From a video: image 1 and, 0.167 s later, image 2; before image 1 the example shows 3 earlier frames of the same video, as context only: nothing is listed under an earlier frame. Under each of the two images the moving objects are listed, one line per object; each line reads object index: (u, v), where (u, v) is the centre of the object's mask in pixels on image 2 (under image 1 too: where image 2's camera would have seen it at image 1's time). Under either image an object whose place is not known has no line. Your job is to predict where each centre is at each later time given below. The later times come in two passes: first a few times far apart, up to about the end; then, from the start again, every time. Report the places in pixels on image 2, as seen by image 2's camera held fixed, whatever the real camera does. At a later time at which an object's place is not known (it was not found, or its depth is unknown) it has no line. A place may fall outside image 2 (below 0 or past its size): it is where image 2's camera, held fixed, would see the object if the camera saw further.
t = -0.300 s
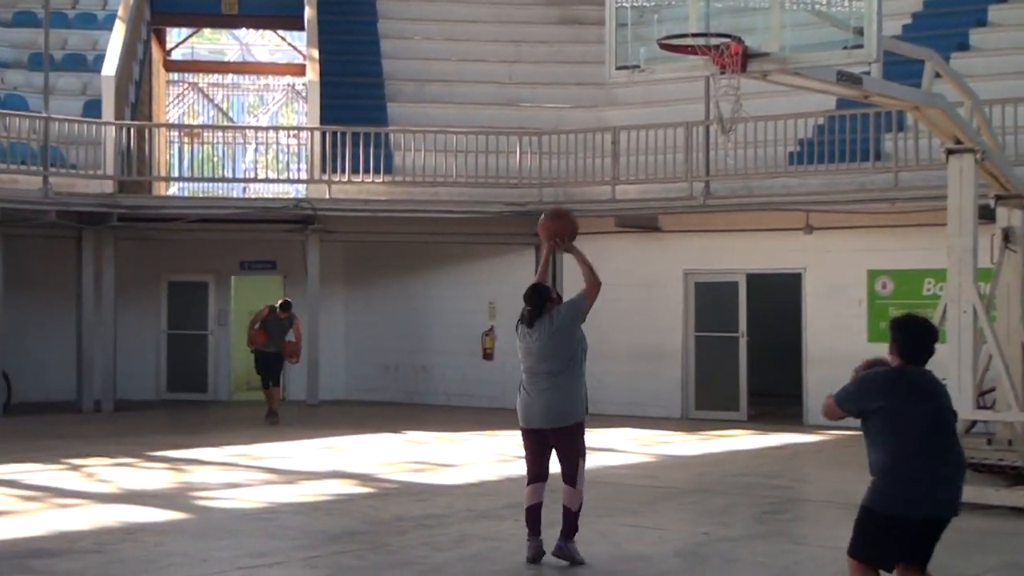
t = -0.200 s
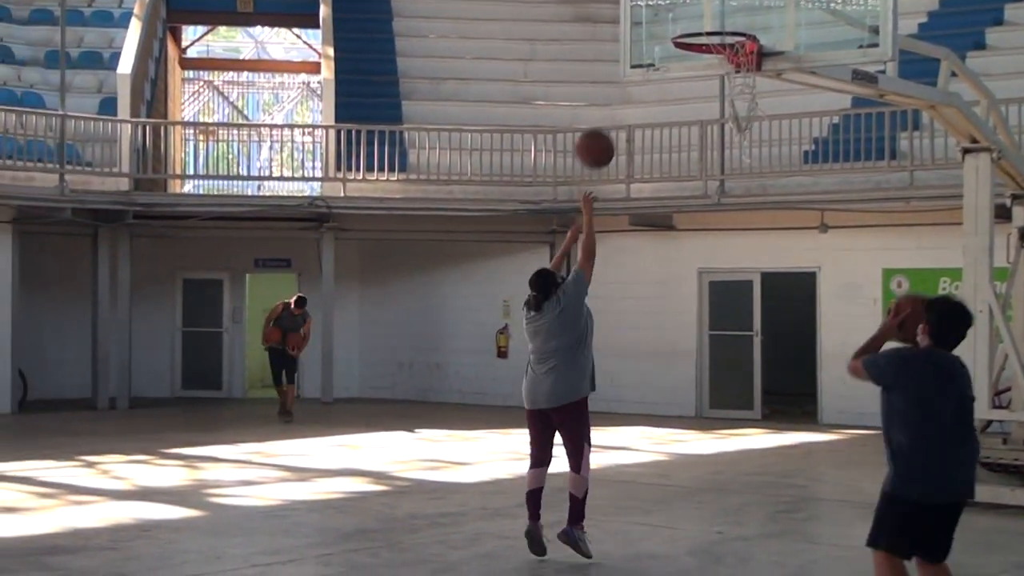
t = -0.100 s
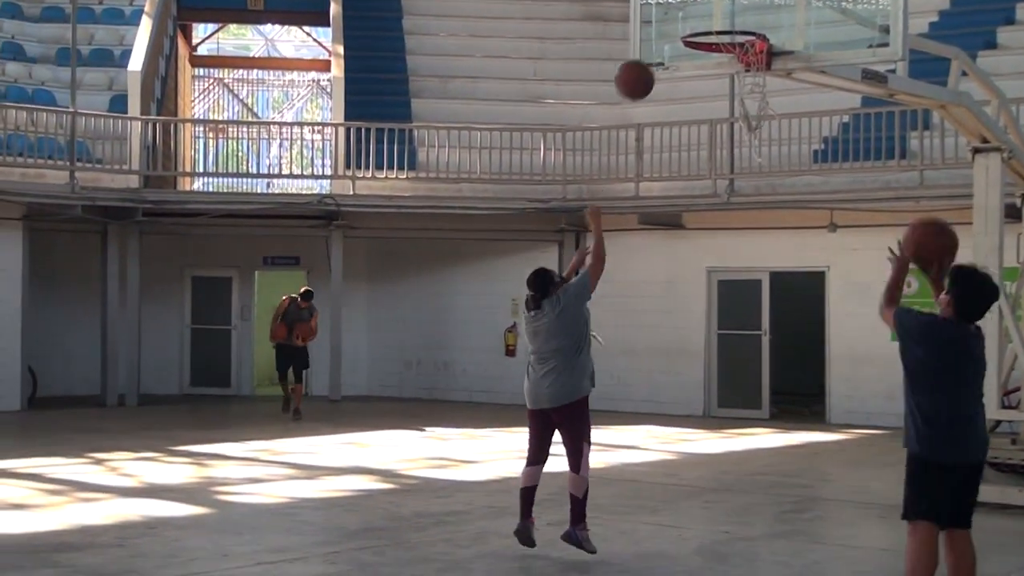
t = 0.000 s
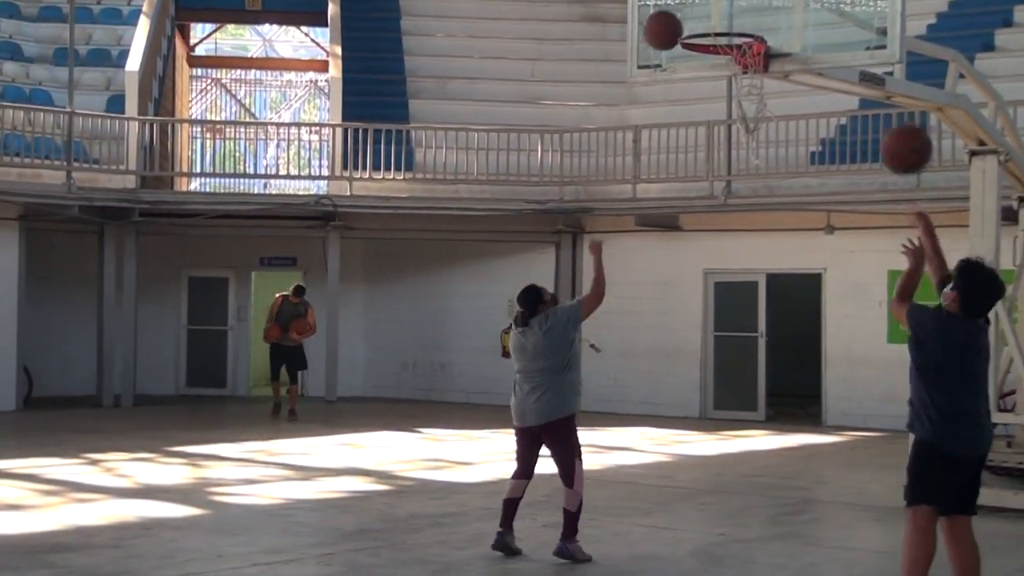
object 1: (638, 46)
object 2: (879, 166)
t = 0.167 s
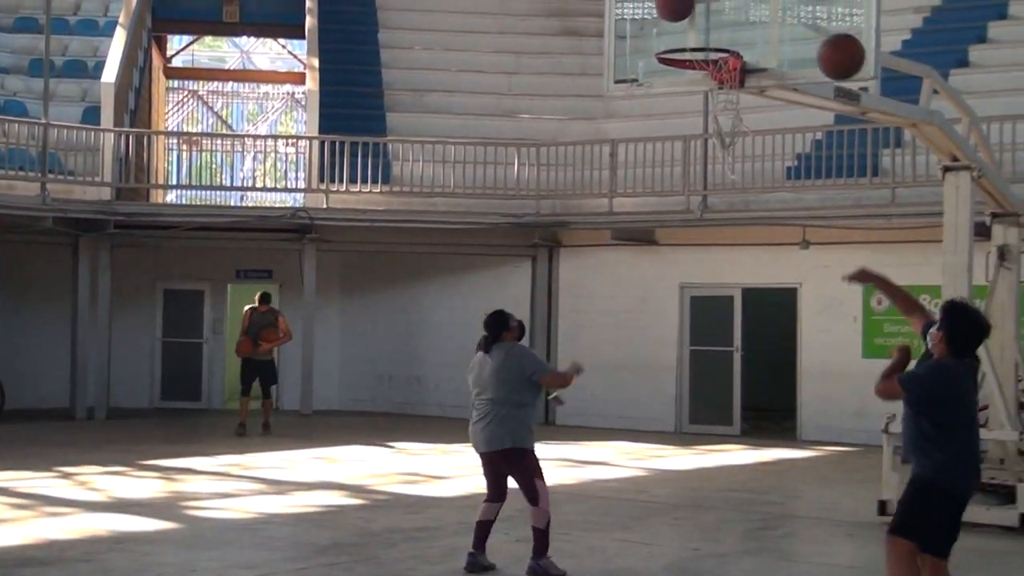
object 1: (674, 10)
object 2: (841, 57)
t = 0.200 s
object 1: (673, 7)
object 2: (834, 43)
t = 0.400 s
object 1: (666, 35)
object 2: (794, 9)
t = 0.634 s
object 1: (687, 28)
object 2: (736, 29)
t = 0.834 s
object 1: (644, 35)
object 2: (728, 29)
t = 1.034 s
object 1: (604, 108)
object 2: (721, 49)
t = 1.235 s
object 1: (564, 255)
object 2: (715, 142)
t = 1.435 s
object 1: (524, 487)
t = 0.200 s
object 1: (673, 7)
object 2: (834, 43)
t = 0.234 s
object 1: (672, 5)
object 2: (826, 32)
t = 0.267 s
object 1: (671, 6)
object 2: (820, 23)
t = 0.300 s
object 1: (670, 10)
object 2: (813, 16)
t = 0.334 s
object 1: (669, 17)
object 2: (806, 12)
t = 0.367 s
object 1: (667, 26)
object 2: (800, 10)
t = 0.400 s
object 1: (666, 35)
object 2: (794, 9)
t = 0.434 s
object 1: (671, 30)
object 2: (788, 11)
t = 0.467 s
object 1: (677, 26)
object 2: (781, 14)
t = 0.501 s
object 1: (683, 23)
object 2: (775, 20)
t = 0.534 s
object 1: (688, 23)
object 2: (761, 23)
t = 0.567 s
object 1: (694, 24)
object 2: (748, 28)
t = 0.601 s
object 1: (697, 27)
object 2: (737, 33)
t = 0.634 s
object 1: (687, 28)
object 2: (736, 29)
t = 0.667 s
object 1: (676, 30)
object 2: (734, 25)
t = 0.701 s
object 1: (670, 27)
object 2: (733, 23)
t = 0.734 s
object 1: (663, 27)
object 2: (732, 23)
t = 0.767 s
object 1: (657, 27)
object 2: (731, 25)
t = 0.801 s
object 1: (651, 31)
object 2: (729, 28)
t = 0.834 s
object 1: (644, 35)
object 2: (728, 29)
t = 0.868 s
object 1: (638, 42)
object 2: (727, 28)
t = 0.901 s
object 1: (631, 52)
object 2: (725, 28)
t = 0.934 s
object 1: (624, 63)
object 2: (725, 30)
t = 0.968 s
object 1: (617, 76)
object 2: (723, 34)
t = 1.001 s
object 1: (611, 91)
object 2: (723, 41)
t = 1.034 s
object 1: (604, 108)
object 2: (721, 49)
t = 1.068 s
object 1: (598, 127)
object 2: (720, 60)
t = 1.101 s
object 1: (591, 148)
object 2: (720, 72)
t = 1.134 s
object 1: (585, 171)
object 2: (718, 86)
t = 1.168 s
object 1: (578, 197)
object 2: (718, 103)
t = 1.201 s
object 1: (572, 225)
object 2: (717, 121)
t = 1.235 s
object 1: (564, 255)
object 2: (715, 142)
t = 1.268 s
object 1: (558, 289)
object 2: (714, 165)
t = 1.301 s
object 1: (551, 323)
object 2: (713, 190)
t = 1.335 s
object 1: (545, 361)
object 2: (712, 217)
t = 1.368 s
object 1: (538, 400)
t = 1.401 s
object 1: (531, 442)
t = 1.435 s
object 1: (524, 487)
